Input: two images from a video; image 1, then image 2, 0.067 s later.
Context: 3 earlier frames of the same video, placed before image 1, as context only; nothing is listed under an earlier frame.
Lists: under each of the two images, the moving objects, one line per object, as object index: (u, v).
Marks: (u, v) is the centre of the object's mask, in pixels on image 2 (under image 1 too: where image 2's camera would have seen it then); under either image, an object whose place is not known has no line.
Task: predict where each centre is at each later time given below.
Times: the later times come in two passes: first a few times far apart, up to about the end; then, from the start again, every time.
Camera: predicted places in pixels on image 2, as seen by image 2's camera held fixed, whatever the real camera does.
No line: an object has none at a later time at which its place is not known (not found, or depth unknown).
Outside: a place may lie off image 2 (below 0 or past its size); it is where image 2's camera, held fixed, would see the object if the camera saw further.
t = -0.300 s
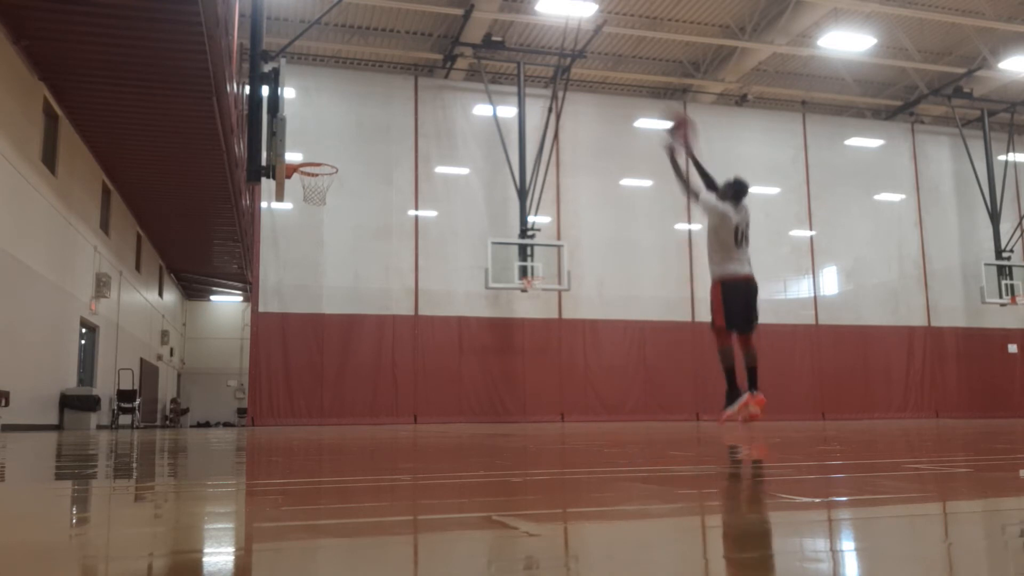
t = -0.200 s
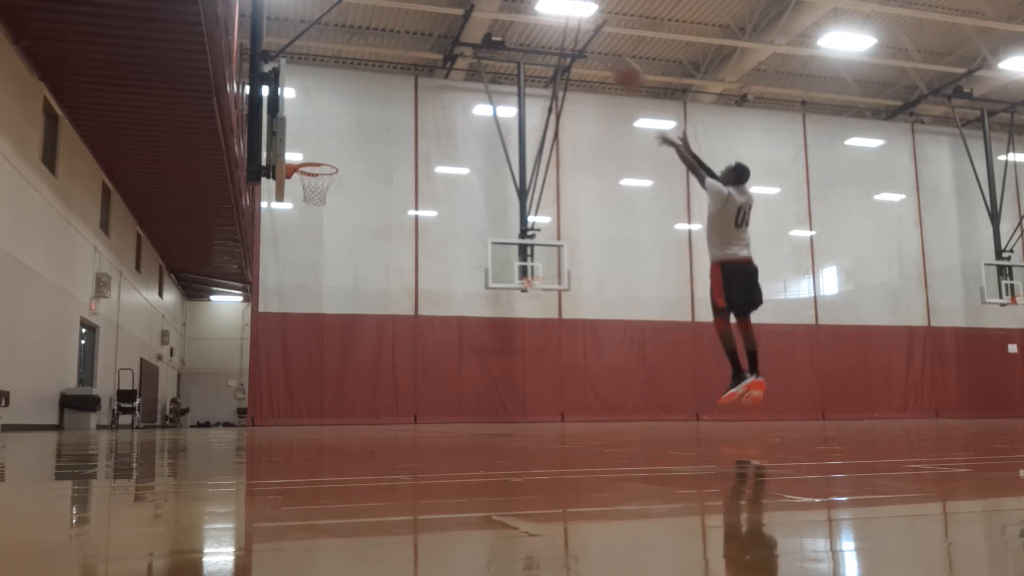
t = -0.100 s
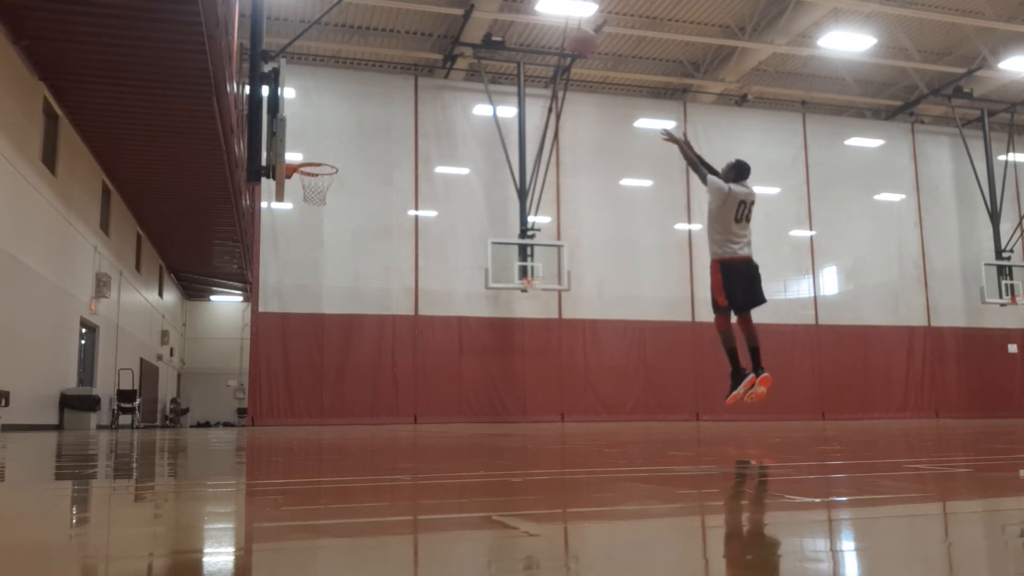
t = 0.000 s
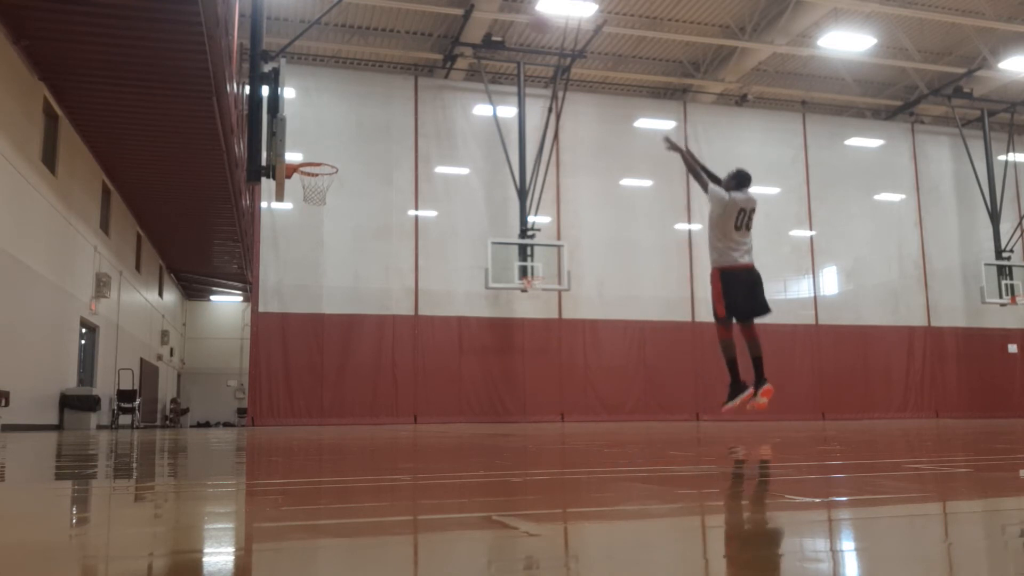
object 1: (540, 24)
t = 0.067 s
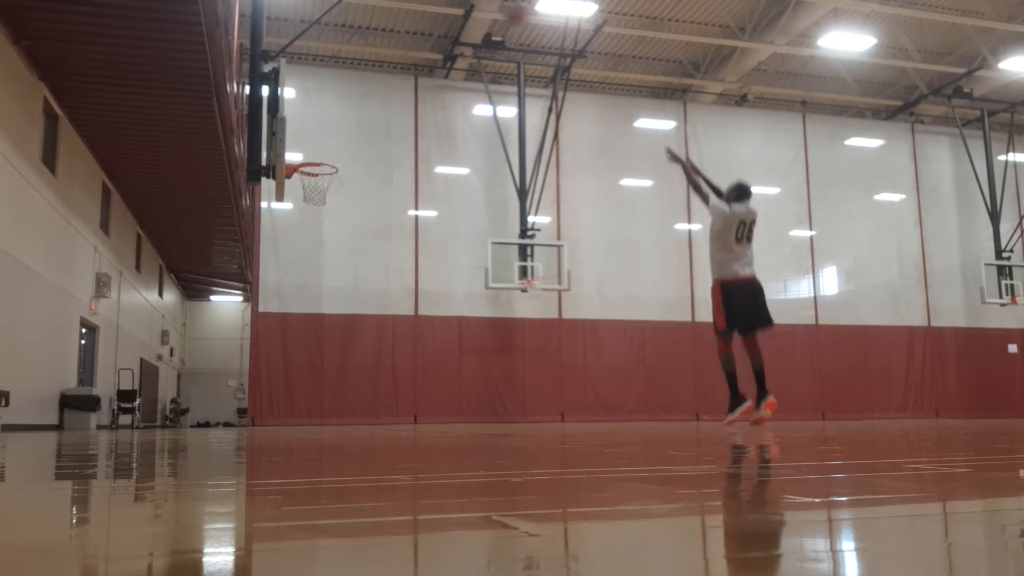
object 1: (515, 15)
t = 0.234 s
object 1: (460, 12)
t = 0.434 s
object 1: (400, 44)
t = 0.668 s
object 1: (342, 115)
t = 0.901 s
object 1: (305, 146)
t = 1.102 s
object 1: (296, 131)
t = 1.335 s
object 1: (312, 149)
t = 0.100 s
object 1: (503, 13)
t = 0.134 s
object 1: (492, 13)
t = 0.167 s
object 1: (481, 11)
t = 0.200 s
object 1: (470, 12)
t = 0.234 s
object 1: (460, 12)
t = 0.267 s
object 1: (450, 17)
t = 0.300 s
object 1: (438, 22)
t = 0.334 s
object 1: (427, 26)
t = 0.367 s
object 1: (421, 30)
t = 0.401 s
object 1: (409, 37)
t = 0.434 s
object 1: (400, 44)
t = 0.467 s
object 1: (393, 51)
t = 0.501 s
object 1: (383, 61)
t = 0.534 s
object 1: (375, 70)
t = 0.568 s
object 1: (366, 81)
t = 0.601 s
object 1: (358, 92)
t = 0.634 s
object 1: (350, 103)
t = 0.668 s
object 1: (342, 115)
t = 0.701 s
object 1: (335, 128)
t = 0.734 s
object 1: (327, 141)
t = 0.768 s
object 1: (320, 153)
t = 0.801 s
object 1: (314, 161)
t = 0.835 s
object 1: (311, 156)
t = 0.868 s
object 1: (308, 151)
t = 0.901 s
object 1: (305, 146)
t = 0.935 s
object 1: (302, 141)
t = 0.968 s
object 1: (299, 138)
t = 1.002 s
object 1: (297, 135)
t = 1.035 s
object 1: (295, 134)
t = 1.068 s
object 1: (294, 132)
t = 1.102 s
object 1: (296, 131)
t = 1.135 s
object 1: (299, 131)
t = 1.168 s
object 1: (301, 132)
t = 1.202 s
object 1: (303, 134)
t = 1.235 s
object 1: (305, 137)
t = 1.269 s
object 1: (308, 140)
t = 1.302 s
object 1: (310, 144)
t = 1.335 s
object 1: (312, 149)
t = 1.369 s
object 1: (314, 154)
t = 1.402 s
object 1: (317, 160)
